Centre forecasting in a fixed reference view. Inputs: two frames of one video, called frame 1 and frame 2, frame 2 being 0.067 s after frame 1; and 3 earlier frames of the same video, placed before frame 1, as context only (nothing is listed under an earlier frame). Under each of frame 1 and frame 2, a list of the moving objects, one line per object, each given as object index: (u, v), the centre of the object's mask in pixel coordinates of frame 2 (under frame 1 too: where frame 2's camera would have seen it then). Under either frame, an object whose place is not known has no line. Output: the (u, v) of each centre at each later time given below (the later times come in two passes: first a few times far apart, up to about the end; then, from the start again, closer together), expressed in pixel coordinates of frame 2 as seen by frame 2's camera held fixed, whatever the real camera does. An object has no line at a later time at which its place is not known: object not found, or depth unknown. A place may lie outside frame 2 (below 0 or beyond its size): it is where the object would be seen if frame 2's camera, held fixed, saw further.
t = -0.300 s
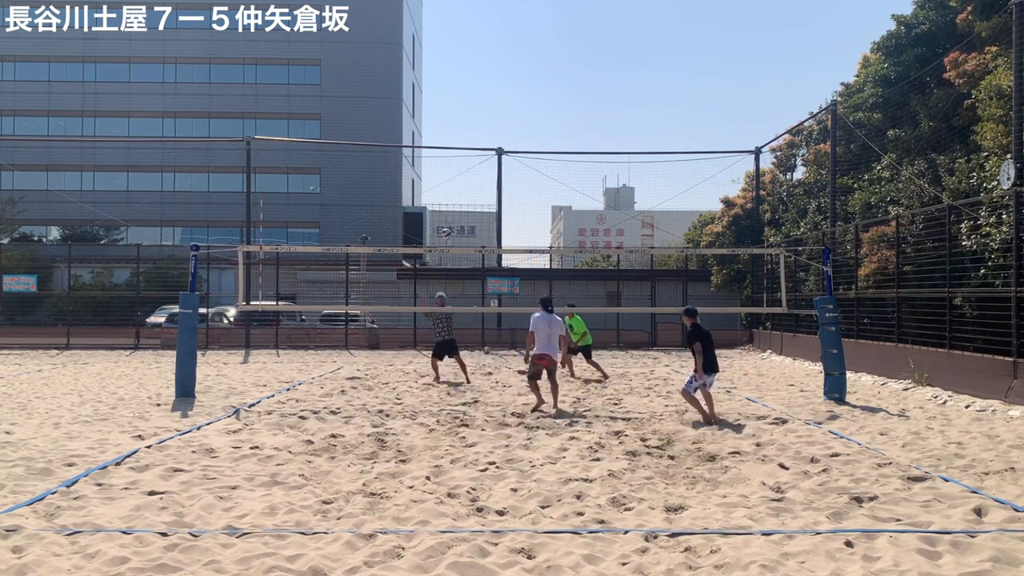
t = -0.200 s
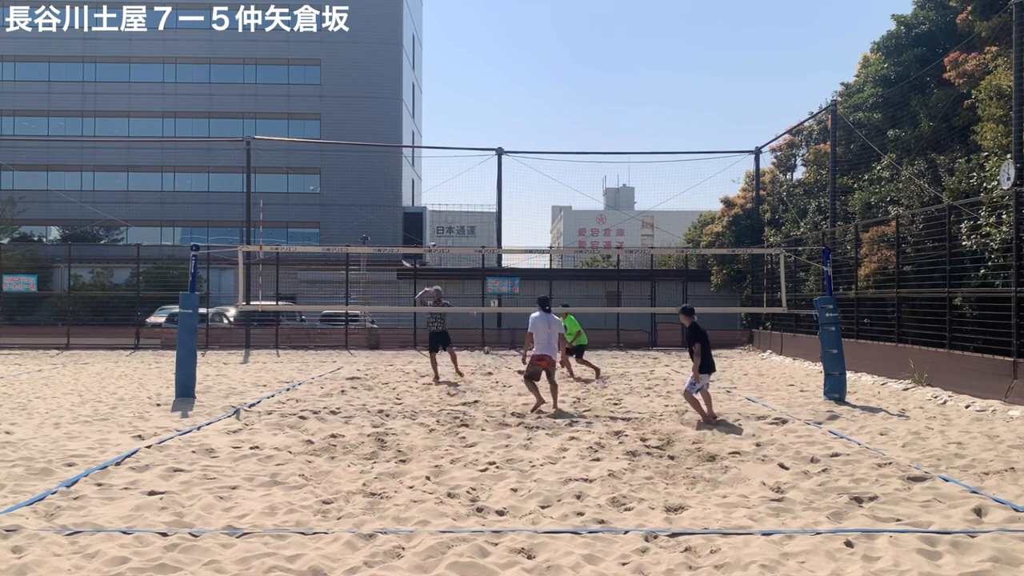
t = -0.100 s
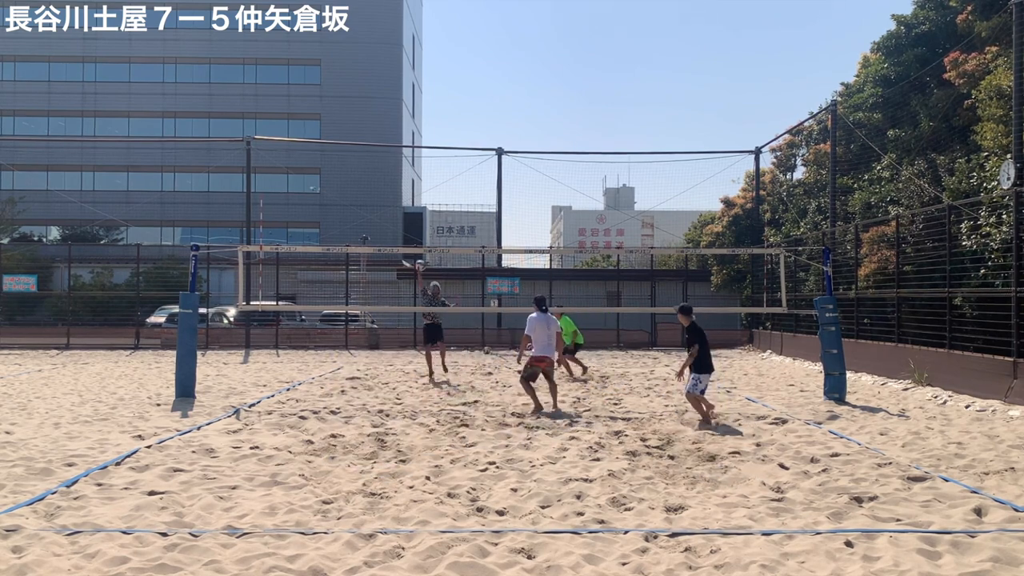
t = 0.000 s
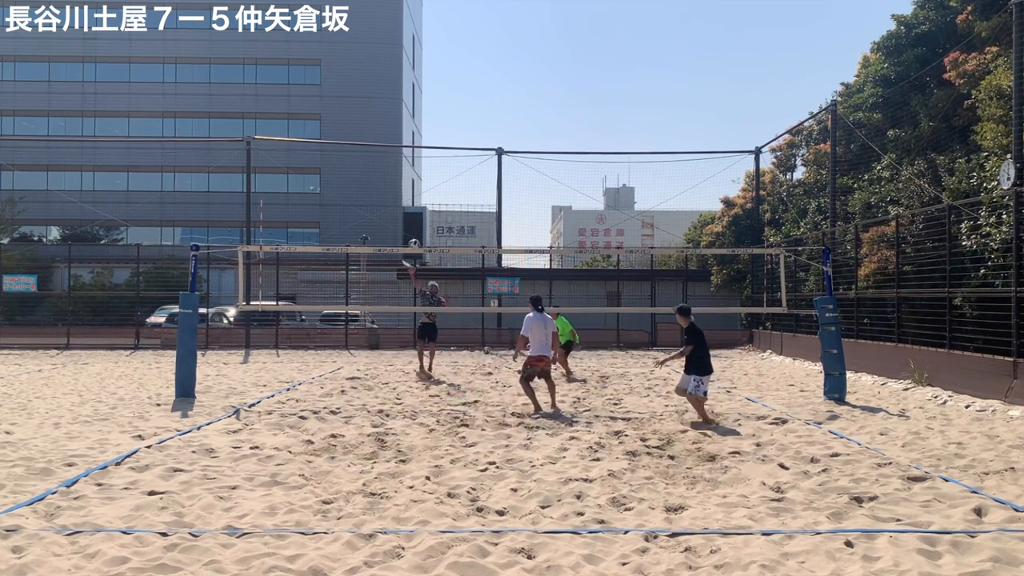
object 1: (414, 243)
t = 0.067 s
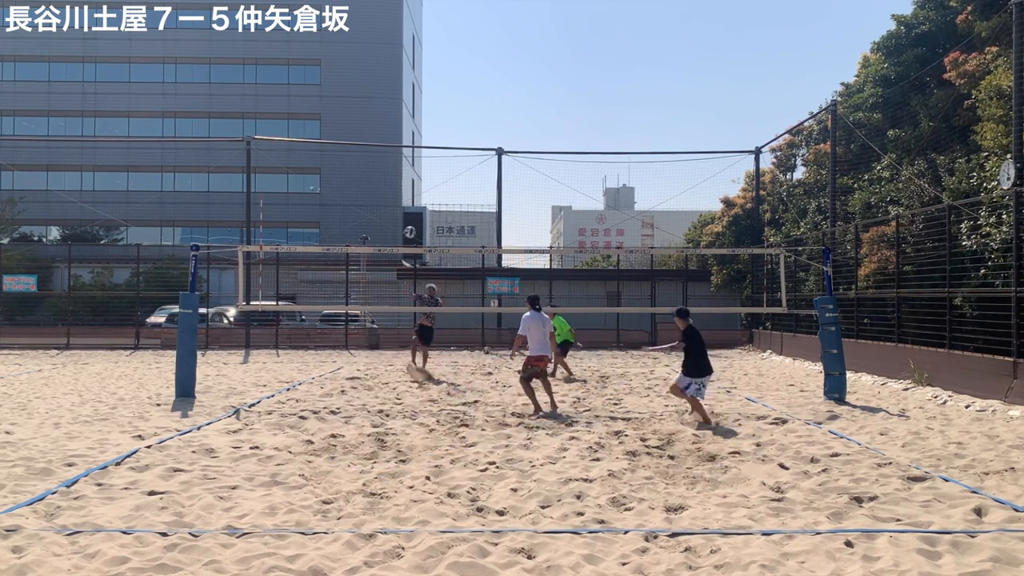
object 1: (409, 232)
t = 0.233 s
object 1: (399, 208)
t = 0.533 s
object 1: (378, 196)
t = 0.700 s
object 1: (365, 216)
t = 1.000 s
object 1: (342, 332)
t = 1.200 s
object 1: (327, 478)
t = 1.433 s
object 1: (325, 377)
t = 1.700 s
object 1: (322, 332)
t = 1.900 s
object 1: (318, 359)
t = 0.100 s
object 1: (408, 226)
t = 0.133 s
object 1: (405, 221)
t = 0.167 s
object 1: (403, 216)
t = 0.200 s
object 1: (401, 211)
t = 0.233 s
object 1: (399, 208)
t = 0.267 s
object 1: (397, 204)
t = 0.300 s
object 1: (395, 201)
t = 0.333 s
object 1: (393, 199)
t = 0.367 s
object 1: (391, 196)
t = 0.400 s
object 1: (388, 195)
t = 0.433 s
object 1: (386, 194)
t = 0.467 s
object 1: (383, 194)
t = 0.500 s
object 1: (380, 194)
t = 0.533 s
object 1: (378, 196)
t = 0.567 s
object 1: (376, 198)
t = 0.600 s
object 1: (372, 201)
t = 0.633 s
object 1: (370, 205)
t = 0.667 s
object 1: (367, 210)
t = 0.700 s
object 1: (365, 216)
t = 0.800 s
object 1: (358, 241)
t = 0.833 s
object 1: (355, 253)
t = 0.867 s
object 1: (353, 265)
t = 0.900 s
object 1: (350, 280)
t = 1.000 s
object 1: (342, 332)
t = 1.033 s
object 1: (340, 353)
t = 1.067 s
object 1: (337, 377)
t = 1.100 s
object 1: (334, 402)
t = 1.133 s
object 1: (332, 430)
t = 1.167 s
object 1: (329, 461)
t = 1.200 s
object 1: (327, 478)
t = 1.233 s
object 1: (327, 460)
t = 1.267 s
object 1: (326, 444)
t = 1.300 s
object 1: (326, 429)
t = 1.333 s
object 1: (325, 414)
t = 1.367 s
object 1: (326, 400)
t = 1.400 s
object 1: (325, 387)
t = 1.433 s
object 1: (325, 377)
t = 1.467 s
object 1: (324, 367)
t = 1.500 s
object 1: (324, 358)
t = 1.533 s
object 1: (324, 350)
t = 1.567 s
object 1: (323, 343)
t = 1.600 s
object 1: (323, 338)
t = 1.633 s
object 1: (323, 335)
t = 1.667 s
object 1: (322, 333)
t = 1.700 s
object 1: (322, 332)
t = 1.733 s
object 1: (321, 332)
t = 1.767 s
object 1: (320, 334)
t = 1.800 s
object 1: (320, 338)
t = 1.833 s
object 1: (319, 344)
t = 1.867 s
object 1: (319, 351)
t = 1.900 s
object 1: (318, 359)
